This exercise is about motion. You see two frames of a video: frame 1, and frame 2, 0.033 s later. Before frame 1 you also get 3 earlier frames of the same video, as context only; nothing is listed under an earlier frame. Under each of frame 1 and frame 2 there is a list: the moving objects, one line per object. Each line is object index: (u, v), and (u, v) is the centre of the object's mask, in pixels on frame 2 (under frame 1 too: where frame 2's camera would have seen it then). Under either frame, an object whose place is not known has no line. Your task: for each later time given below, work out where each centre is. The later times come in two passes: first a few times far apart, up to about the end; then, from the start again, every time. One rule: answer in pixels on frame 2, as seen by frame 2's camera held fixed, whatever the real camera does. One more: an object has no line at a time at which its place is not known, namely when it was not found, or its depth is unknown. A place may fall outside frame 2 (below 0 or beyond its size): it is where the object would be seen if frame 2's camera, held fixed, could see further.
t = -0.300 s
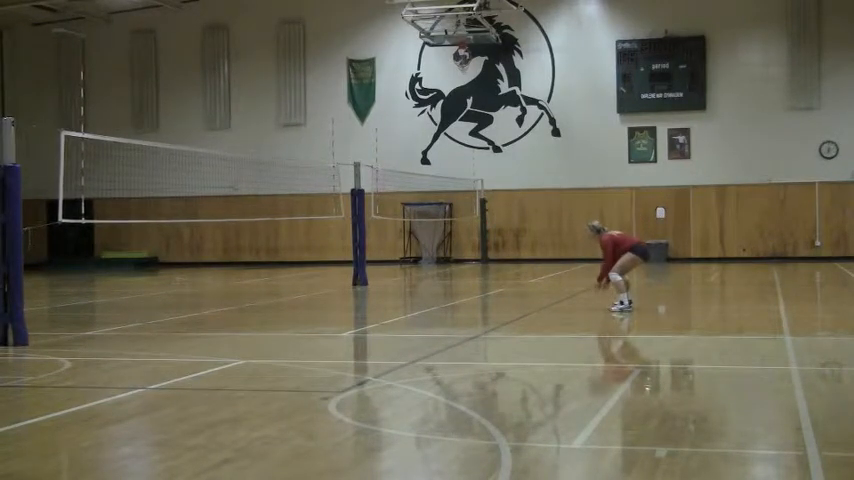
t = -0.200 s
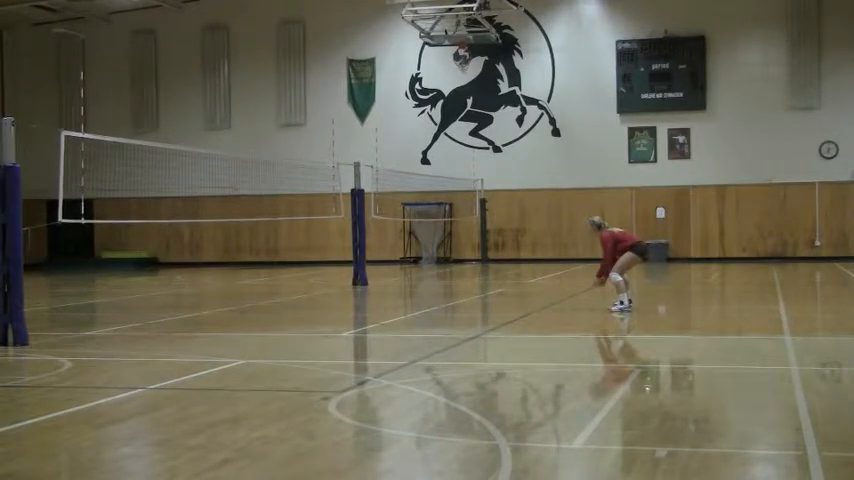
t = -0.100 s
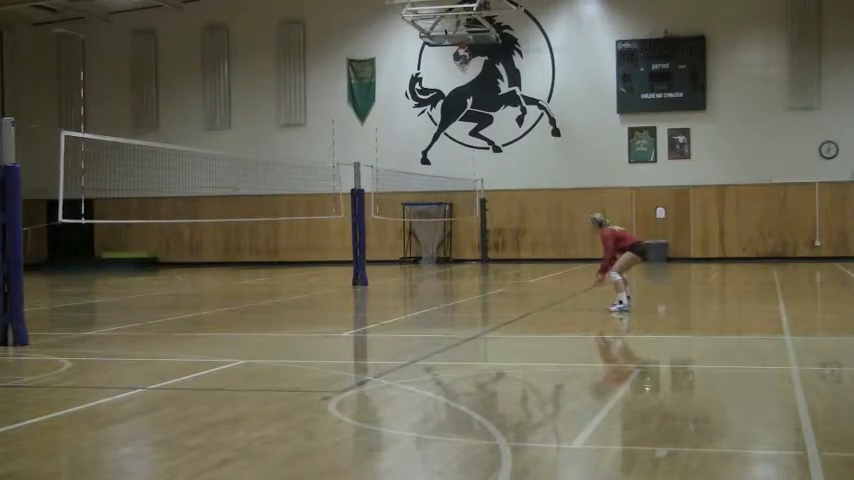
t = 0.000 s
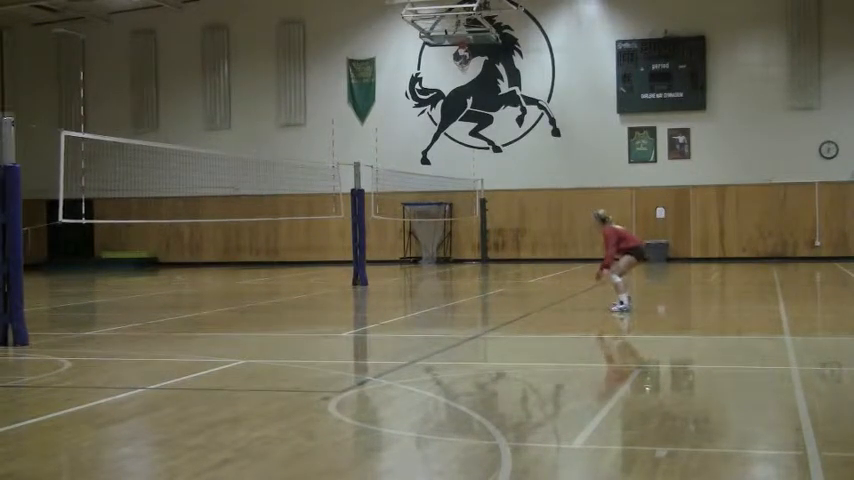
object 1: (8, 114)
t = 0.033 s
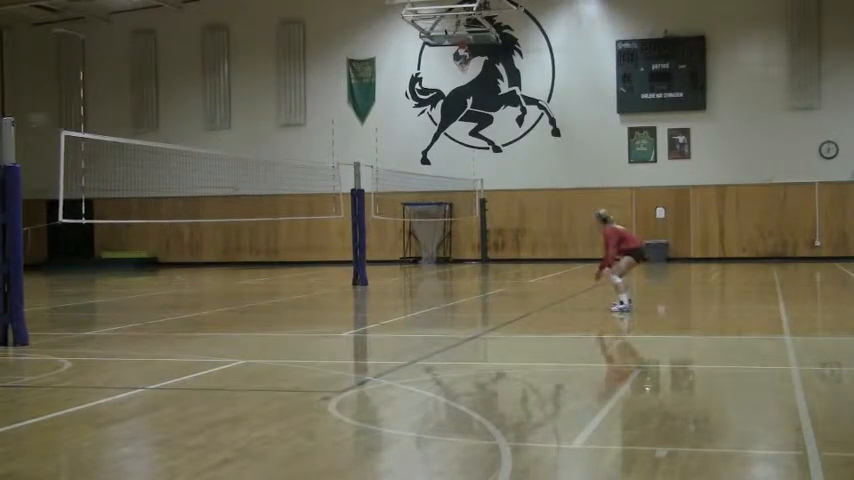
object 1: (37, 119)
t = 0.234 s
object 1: (222, 146)
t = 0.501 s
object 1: (407, 180)
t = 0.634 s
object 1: (504, 220)
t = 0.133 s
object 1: (126, 127)
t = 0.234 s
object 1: (222, 146)
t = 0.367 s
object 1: (316, 157)
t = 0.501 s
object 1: (407, 180)
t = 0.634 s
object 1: (504, 220)
